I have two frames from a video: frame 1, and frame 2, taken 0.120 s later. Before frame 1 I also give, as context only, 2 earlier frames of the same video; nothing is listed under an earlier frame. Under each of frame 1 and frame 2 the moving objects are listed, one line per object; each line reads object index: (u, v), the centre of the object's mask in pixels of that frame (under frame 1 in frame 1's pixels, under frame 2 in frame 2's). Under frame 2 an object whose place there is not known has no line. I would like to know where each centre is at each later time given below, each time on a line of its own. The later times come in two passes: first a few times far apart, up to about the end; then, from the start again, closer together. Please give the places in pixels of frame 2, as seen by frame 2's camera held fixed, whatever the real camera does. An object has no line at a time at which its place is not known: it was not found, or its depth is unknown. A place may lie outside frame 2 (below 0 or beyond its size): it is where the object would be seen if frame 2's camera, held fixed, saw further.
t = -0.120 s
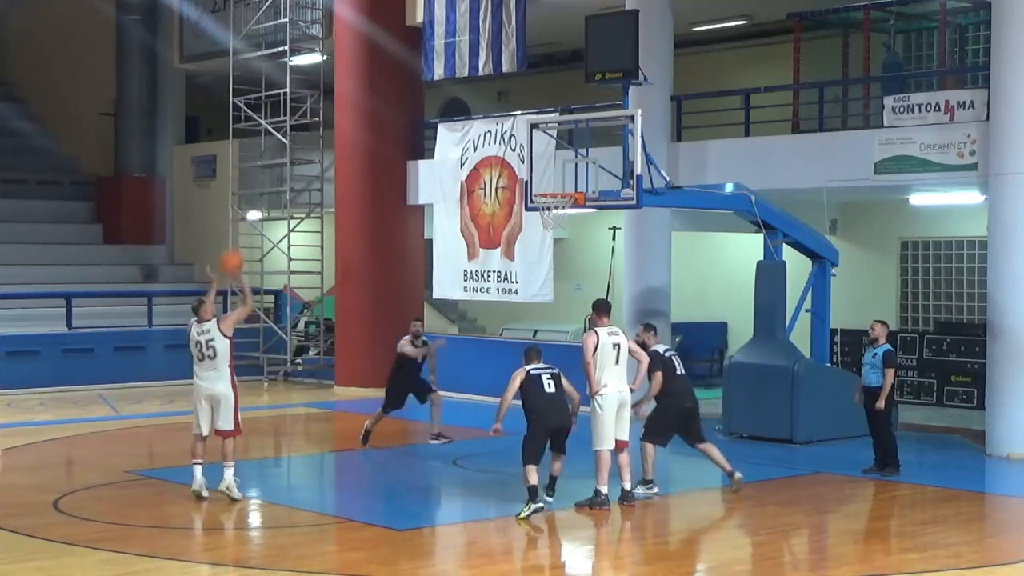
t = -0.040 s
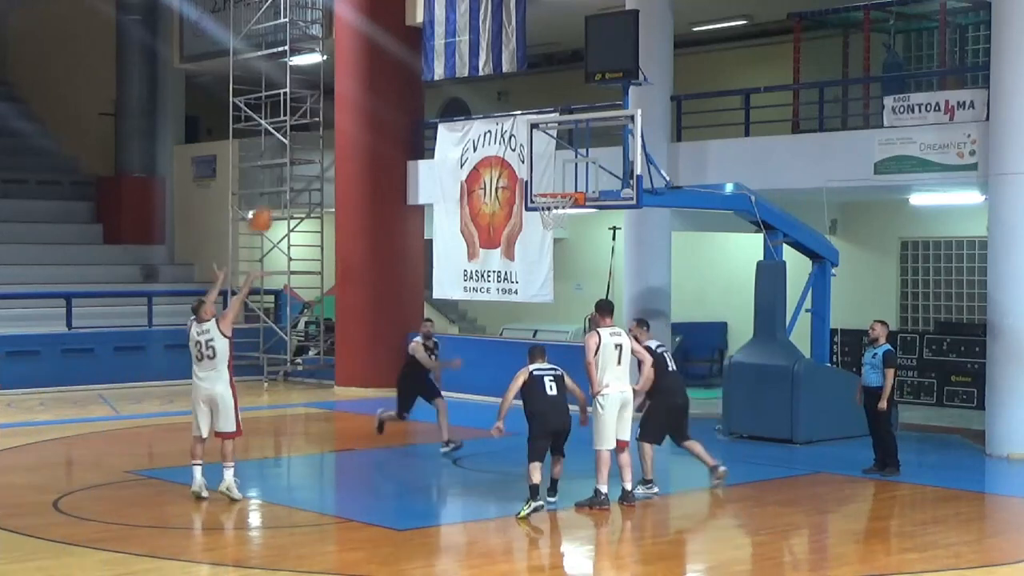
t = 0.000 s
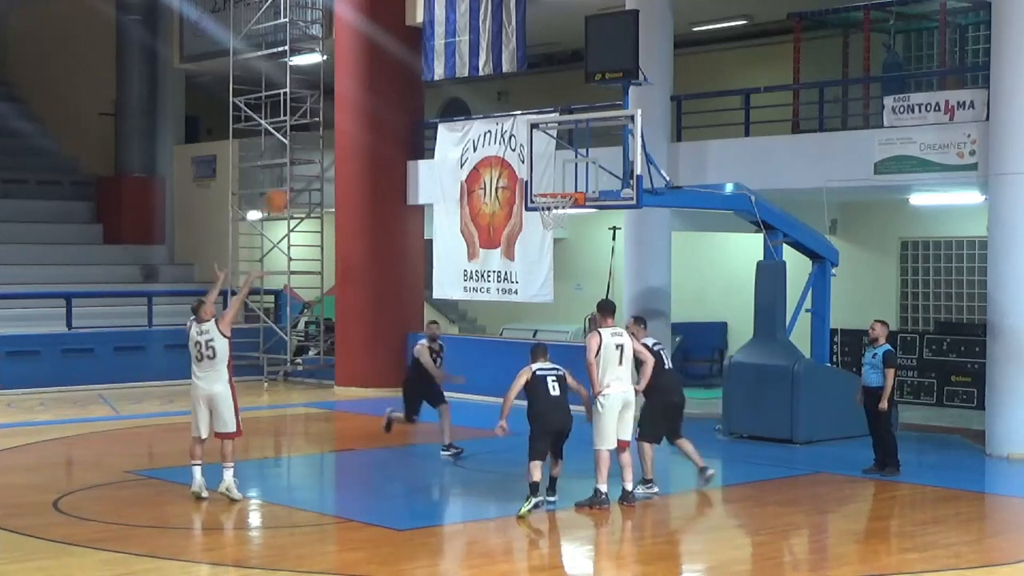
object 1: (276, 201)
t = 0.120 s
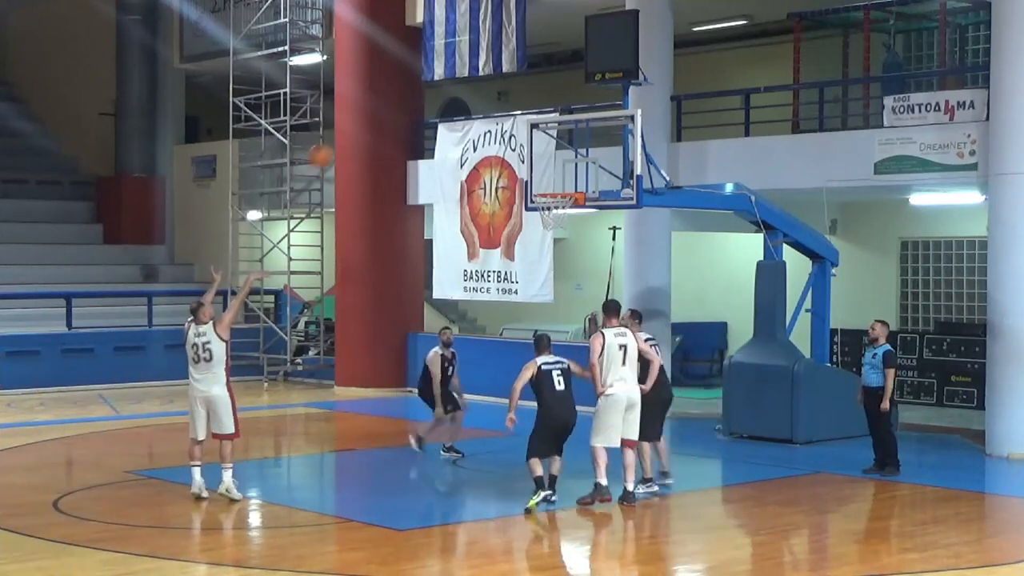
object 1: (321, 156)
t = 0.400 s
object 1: (417, 106)
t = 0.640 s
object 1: (492, 121)
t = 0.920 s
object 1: (558, 192)
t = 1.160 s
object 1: (549, 209)
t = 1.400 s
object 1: (562, 215)
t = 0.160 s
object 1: (332, 143)
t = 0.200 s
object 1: (349, 132)
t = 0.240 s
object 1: (365, 124)
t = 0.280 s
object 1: (377, 118)
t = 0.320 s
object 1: (390, 113)
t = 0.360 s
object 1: (404, 109)
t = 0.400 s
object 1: (417, 106)
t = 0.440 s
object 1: (430, 105)
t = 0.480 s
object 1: (443, 106)
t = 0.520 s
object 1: (456, 108)
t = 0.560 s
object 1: (468, 111)
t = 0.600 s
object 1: (480, 115)
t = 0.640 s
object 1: (492, 121)
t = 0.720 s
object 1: (516, 139)
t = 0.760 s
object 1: (528, 149)
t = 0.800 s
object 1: (540, 160)
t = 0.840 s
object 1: (551, 172)
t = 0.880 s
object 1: (562, 185)
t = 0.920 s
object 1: (558, 192)
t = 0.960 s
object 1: (550, 198)
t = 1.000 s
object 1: (546, 206)
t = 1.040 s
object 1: (545, 211)
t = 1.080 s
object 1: (545, 211)
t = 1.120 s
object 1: (547, 211)
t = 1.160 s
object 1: (549, 209)
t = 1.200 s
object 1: (552, 208)
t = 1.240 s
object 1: (555, 208)
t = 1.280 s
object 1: (558, 208)
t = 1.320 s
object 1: (559, 210)
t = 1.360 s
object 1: (559, 212)
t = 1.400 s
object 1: (562, 215)
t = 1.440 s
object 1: (562, 219)
